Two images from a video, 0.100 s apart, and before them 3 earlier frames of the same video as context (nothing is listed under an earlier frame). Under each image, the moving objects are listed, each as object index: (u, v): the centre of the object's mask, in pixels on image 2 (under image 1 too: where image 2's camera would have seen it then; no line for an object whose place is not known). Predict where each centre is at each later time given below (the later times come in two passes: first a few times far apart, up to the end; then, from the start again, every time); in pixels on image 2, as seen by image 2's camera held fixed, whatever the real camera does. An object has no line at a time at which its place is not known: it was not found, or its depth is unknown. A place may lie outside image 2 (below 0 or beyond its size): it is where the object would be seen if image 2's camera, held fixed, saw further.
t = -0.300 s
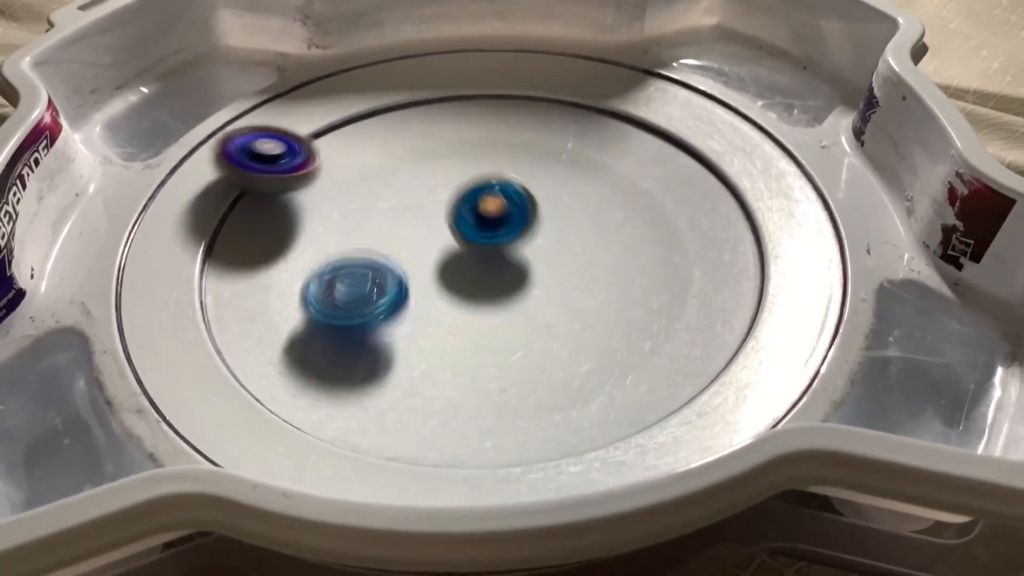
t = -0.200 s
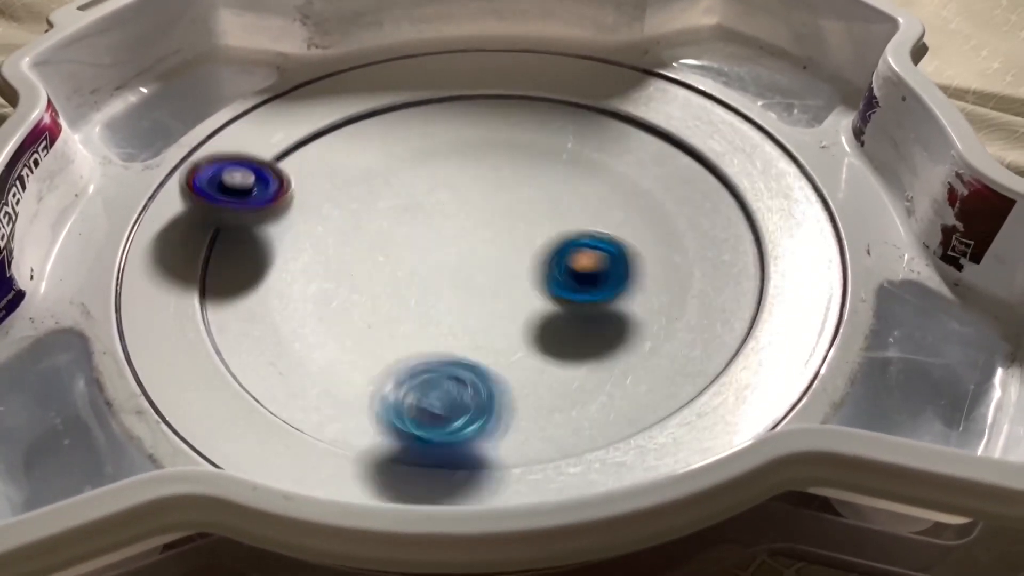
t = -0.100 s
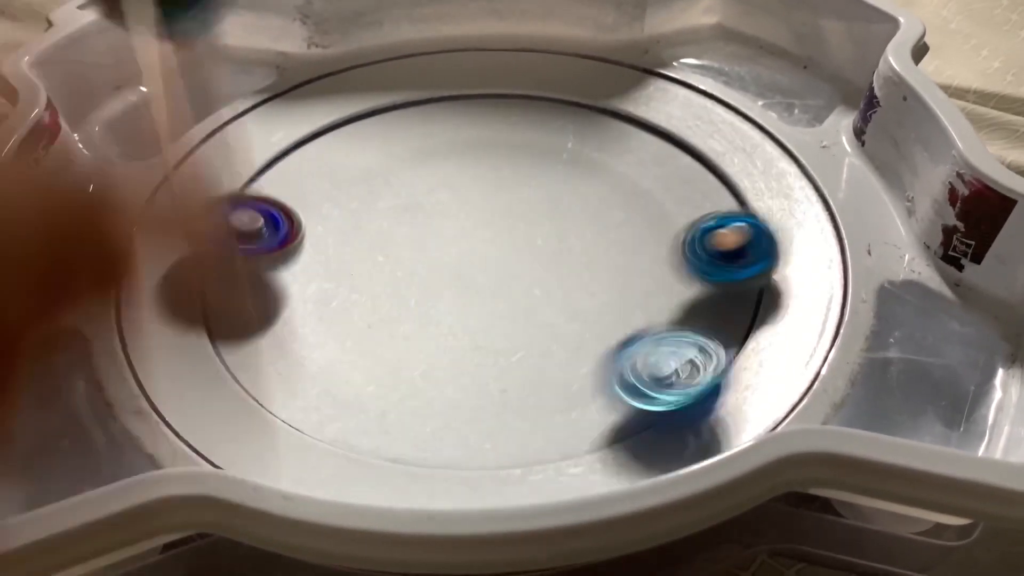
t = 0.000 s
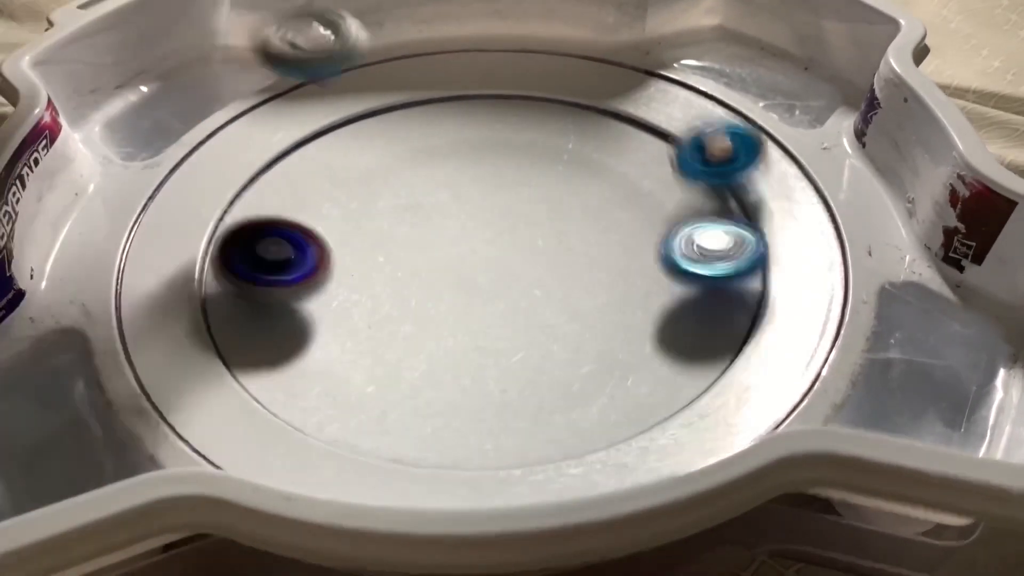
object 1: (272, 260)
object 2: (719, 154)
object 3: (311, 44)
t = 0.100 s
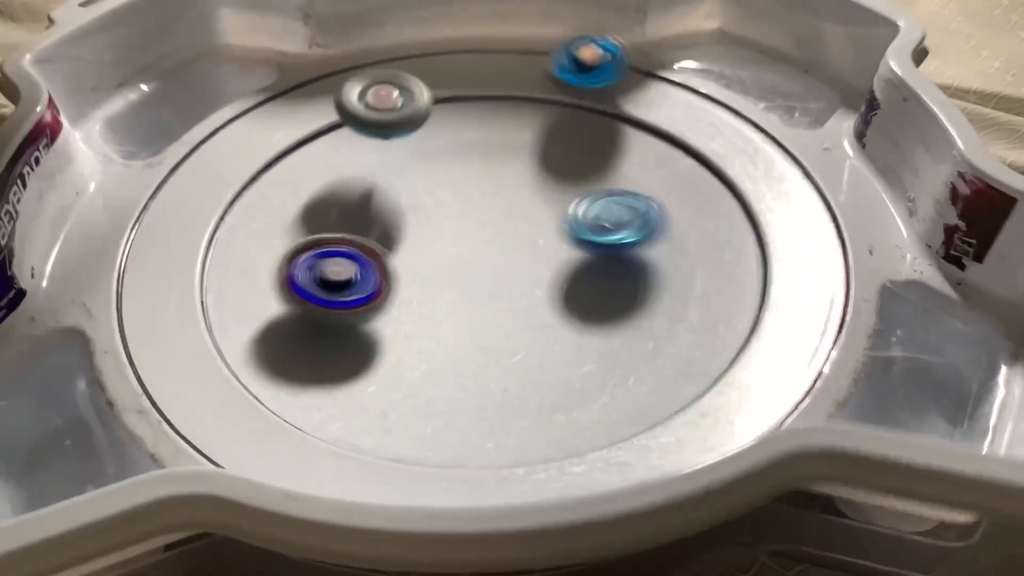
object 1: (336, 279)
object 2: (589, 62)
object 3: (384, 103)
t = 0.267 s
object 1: (262, 322)
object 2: (443, 82)
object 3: (367, 142)
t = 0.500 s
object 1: (61, 418)
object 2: (521, 201)
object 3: (273, 389)
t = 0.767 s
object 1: (64, 276)
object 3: (691, 275)
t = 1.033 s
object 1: (195, 388)
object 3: (471, 88)
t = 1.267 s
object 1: (641, 334)
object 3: (252, 158)
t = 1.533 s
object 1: (614, 251)
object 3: (739, 306)
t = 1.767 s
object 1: (547, 220)
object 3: (710, 51)
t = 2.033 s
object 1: (541, 203)
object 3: (797, 80)
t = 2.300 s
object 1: (461, 211)
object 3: (696, 126)
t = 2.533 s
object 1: (430, 256)
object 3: (309, 208)
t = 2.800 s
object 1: (490, 288)
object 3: (582, 440)
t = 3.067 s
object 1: (544, 253)
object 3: (663, 167)
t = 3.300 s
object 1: (510, 215)
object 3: (257, 165)
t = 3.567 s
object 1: (403, 230)
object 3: (507, 403)
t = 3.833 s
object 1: (391, 281)
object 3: (547, 120)
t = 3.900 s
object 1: (448, 275)
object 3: (442, 90)
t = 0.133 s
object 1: (362, 280)
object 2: (556, 48)
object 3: (393, 111)
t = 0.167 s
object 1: (386, 279)
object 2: (523, 43)
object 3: (402, 135)
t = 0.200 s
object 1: (394, 279)
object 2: (493, 46)
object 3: (408, 164)
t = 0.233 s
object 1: (328, 306)
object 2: (467, 59)
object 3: (390, 150)
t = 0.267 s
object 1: (262, 322)
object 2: (443, 82)
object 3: (367, 142)
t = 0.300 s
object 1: (200, 348)
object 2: (427, 106)
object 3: (323, 139)
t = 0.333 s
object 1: (146, 362)
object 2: (452, 120)
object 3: (243, 163)
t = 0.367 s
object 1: (106, 385)
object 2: (471, 138)
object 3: (197, 205)
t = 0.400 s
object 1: (73, 415)
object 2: (483, 157)
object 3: (156, 272)
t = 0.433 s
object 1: (57, 428)
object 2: (493, 175)
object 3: (143, 323)
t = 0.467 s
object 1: (53, 433)
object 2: (507, 188)
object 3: (195, 350)
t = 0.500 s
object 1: (61, 418)
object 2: (521, 201)
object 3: (273, 389)
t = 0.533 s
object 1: (71, 403)
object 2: (541, 213)
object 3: (356, 396)
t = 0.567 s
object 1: (76, 381)
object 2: (565, 219)
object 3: (444, 404)
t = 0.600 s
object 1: (80, 363)
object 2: (591, 223)
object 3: (523, 376)
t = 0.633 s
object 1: (78, 341)
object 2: (619, 221)
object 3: (590, 332)
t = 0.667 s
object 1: (74, 322)
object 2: (646, 211)
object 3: (641, 284)
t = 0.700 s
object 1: (69, 306)
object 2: (667, 166)
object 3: (663, 267)
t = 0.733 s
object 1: (65, 289)
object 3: (682, 281)
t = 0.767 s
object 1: (64, 276)
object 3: (691, 275)
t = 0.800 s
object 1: (72, 264)
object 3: (697, 267)
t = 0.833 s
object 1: (85, 255)
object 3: (701, 241)
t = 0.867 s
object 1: (107, 247)
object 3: (698, 210)
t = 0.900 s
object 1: (134, 247)
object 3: (680, 177)
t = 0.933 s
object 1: (167, 246)
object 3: (643, 141)
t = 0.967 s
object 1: (203, 254)
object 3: (593, 113)
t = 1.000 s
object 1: (192, 313)
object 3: (536, 95)
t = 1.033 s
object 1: (195, 388)
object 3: (471, 88)
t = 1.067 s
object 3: (415, 79)
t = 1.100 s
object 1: (333, 389)
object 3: (388, 56)
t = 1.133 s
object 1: (422, 381)
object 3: (357, 45)
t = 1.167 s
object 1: (503, 393)
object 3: (335, 55)
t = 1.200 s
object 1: (567, 372)
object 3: (307, 79)
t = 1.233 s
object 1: (608, 344)
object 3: (278, 109)
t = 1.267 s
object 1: (641, 334)
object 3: (252, 158)
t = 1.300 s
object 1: (672, 312)
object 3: (243, 209)
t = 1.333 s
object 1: (684, 296)
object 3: (261, 260)
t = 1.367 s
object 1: (674, 292)
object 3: (307, 309)
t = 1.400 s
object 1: (661, 287)
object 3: (380, 348)
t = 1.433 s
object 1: (647, 279)
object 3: (480, 369)
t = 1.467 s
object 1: (635, 269)
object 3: (578, 365)
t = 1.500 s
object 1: (623, 258)
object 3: (662, 344)
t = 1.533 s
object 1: (614, 251)
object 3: (739, 306)
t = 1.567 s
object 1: (605, 242)
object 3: (762, 244)
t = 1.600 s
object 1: (598, 234)
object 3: (778, 191)
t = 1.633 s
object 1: (591, 229)
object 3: (779, 145)
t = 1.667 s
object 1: (581, 226)
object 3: (774, 106)
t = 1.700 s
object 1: (571, 222)
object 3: (726, 71)
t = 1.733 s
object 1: (559, 221)
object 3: (703, 63)
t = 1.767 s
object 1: (547, 220)
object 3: (710, 51)
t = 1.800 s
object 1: (534, 221)
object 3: (721, 44)
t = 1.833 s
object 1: (522, 223)
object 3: (733, 43)
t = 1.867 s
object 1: (510, 225)
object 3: (749, 44)
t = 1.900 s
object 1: (505, 226)
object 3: (769, 50)
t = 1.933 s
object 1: (524, 217)
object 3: (795, 60)
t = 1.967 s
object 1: (538, 210)
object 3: (827, 69)
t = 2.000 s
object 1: (543, 205)
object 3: (807, 73)
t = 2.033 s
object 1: (541, 203)
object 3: (797, 80)
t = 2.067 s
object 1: (534, 201)
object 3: (799, 88)
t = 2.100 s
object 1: (524, 198)
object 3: (814, 96)
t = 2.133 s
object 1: (514, 198)
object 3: (809, 104)
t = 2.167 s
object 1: (503, 199)
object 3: (800, 113)
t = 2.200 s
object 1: (492, 200)
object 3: (789, 127)
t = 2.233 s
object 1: (481, 203)
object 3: (767, 131)
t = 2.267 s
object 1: (470, 206)
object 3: (733, 131)
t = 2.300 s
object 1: (461, 211)
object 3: (696, 126)
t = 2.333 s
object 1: (452, 216)
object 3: (647, 123)
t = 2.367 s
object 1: (445, 222)
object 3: (592, 121)
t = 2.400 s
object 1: (439, 228)
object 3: (534, 123)
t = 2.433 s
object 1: (435, 233)
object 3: (472, 131)
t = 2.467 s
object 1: (431, 242)
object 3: (412, 148)
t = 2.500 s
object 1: (431, 248)
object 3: (354, 174)
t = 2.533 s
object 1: (430, 256)
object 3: (309, 208)
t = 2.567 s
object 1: (433, 262)
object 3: (275, 249)
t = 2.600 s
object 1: (437, 269)
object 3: (257, 297)
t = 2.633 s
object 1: (444, 275)
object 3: (259, 346)
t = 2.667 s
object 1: (452, 279)
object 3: (292, 381)
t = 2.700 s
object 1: (459, 284)
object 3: (363, 416)
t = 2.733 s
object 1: (469, 287)
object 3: (431, 442)
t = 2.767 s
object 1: (480, 288)
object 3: (510, 447)
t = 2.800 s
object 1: (490, 288)
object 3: (582, 440)
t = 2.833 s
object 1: (500, 287)
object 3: (650, 422)
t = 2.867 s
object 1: (511, 285)
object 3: (706, 392)
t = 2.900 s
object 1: (520, 282)
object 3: (738, 350)
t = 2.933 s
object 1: (528, 277)
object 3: (755, 305)
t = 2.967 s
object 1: (534, 271)
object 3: (753, 267)
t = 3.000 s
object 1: (540, 265)
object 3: (735, 229)
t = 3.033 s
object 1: (543, 259)
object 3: (708, 193)
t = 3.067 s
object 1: (544, 253)
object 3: (663, 167)
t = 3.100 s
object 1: (544, 245)
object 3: (616, 145)
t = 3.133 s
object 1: (541, 238)
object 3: (558, 129)
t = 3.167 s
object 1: (537, 232)
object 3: (499, 121)
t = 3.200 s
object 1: (532, 227)
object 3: (437, 121)
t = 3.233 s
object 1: (525, 223)
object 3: (376, 129)
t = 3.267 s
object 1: (518, 218)
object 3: (315, 142)
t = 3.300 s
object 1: (510, 215)
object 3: (257, 165)
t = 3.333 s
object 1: (502, 211)
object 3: (218, 193)
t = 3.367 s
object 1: (482, 211)
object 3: (212, 239)
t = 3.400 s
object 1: (461, 211)
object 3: (207, 290)
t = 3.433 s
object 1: (447, 213)
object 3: (244, 336)
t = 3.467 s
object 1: (435, 216)
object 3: (290, 376)
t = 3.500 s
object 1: (423, 219)
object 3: (354, 404)
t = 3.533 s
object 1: (412, 225)
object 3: (431, 413)
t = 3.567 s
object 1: (403, 230)
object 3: (507, 403)
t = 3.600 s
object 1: (395, 235)
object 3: (578, 379)
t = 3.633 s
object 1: (388, 241)
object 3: (632, 343)
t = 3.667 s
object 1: (383, 247)
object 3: (661, 299)
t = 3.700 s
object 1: (379, 254)
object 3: (669, 253)
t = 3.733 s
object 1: (378, 260)
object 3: (655, 212)
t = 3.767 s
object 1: (377, 268)
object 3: (630, 177)
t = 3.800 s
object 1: (380, 275)
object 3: (592, 145)
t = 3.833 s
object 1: (391, 281)
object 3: (547, 120)
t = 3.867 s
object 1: (421, 279)
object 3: (495, 102)
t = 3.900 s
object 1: (448, 275)
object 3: (442, 90)
